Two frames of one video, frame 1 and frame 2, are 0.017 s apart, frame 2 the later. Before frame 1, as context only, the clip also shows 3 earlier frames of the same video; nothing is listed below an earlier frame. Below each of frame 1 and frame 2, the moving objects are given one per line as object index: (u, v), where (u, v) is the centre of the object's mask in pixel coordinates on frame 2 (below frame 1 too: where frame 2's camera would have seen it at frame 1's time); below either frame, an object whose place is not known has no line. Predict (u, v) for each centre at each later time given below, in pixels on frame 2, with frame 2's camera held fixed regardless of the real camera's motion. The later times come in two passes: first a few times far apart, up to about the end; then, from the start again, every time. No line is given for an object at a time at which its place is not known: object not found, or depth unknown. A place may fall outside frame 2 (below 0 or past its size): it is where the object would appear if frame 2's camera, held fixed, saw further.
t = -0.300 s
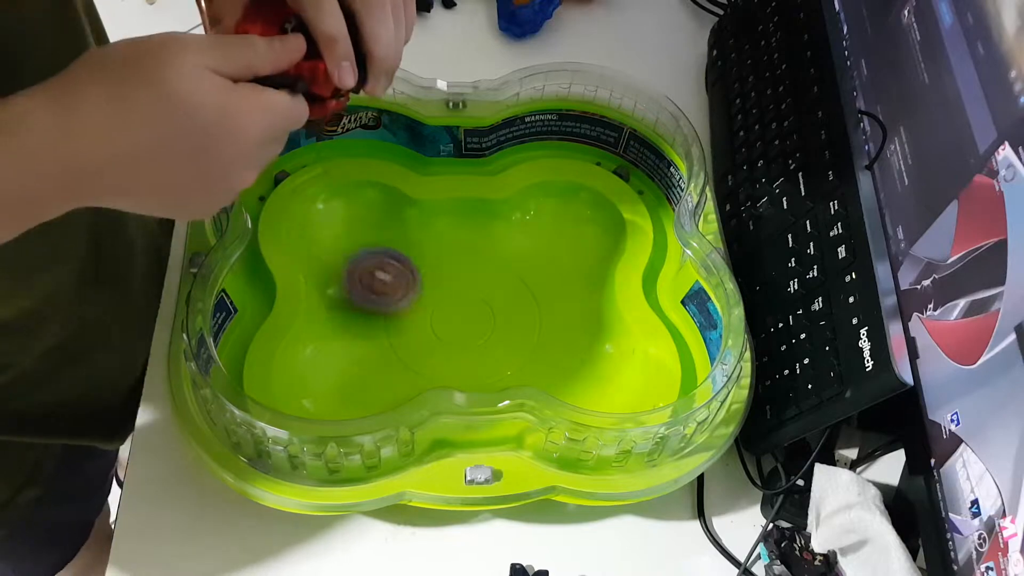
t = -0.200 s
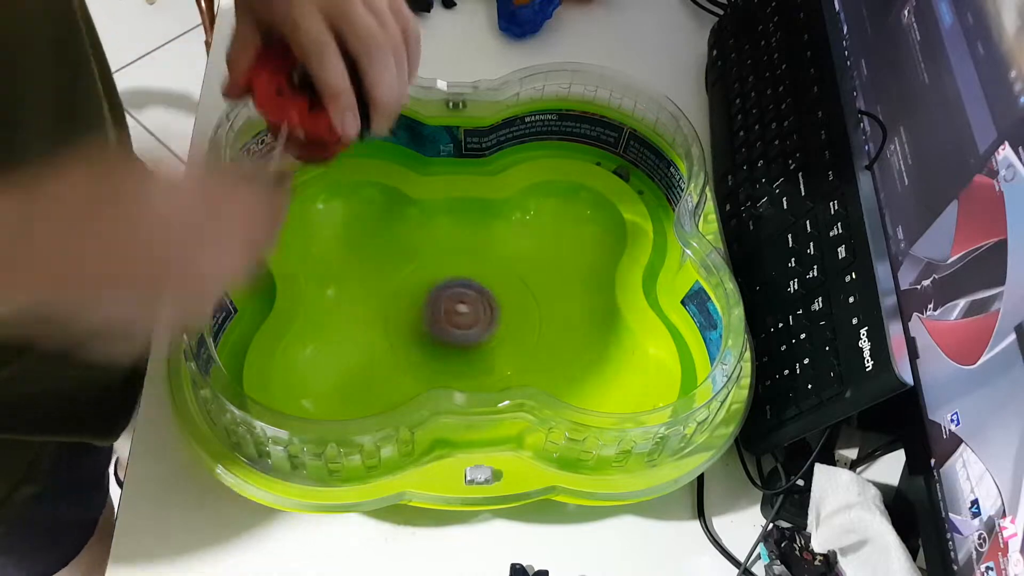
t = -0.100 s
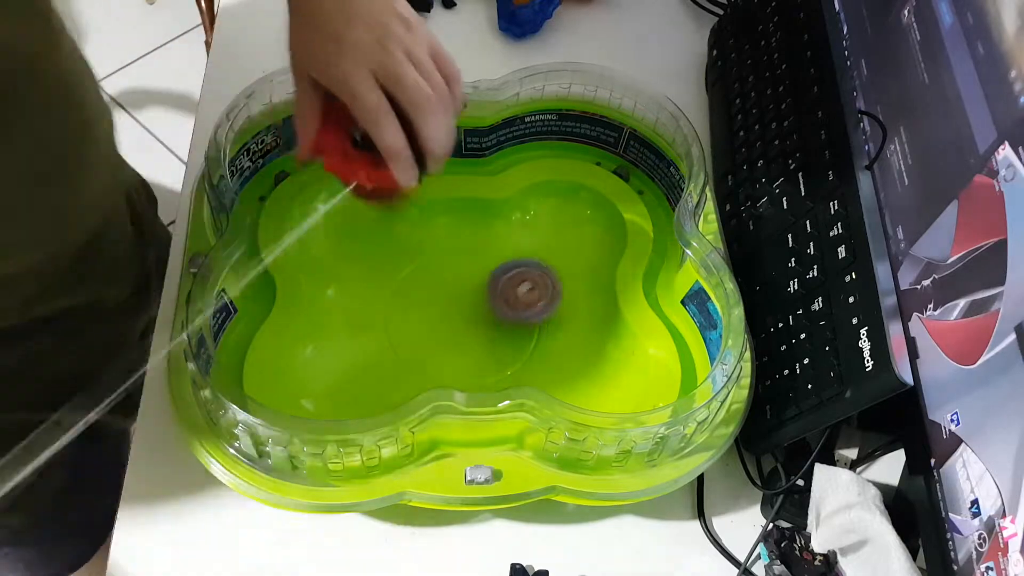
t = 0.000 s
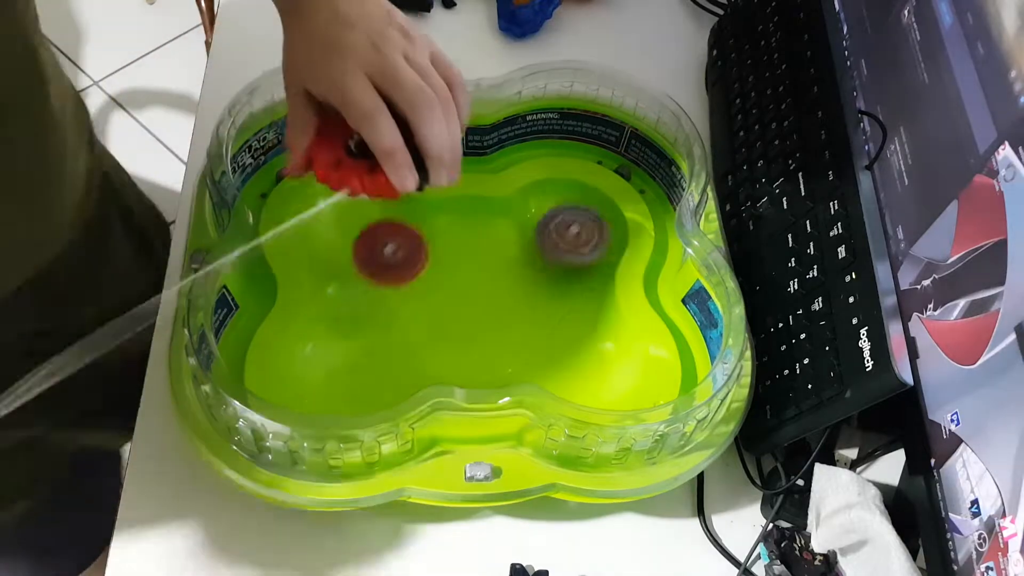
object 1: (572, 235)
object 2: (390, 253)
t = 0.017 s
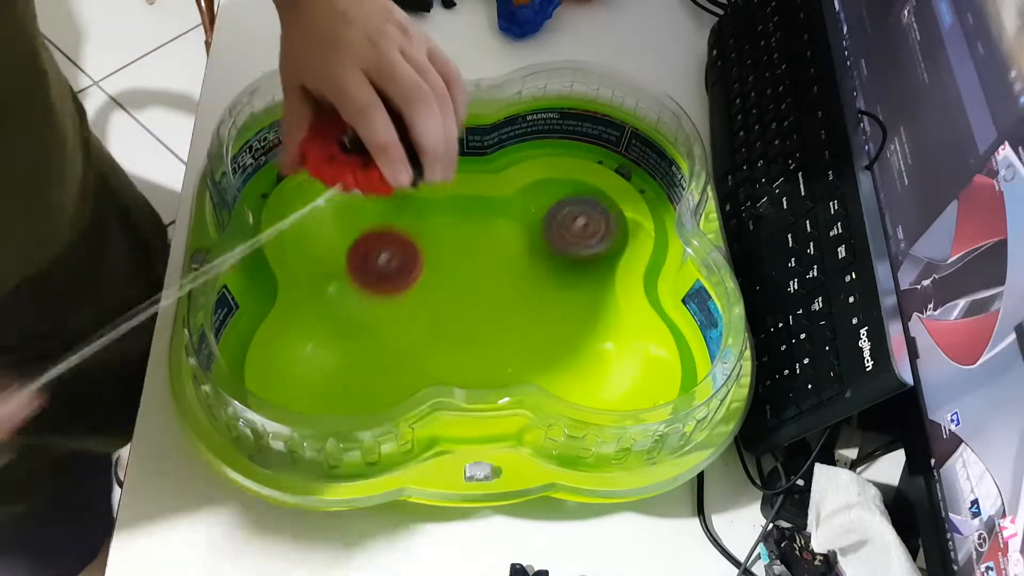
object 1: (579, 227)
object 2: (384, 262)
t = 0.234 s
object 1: (527, 230)
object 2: (360, 391)
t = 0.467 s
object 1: (503, 353)
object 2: (406, 305)
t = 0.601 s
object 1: (554, 353)
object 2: (454, 309)
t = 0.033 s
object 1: (585, 219)
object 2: (378, 274)
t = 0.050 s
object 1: (584, 205)
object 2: (372, 289)
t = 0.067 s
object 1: (584, 193)
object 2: (365, 308)
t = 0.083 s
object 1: (580, 186)
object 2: (359, 330)
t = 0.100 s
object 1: (574, 179)
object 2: (354, 354)
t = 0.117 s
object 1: (566, 177)
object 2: (348, 378)
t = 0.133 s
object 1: (559, 177)
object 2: (346, 385)
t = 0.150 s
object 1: (553, 180)
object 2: (347, 384)
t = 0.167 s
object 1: (546, 186)
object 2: (350, 386)
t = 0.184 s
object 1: (540, 194)
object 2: (352, 387)
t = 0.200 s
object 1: (534, 204)
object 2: (355, 390)
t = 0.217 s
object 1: (530, 216)
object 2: (357, 392)
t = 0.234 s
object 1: (527, 230)
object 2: (360, 391)
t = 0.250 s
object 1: (522, 242)
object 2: (362, 389)
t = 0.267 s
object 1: (516, 255)
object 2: (365, 387)
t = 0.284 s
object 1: (510, 268)
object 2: (368, 386)
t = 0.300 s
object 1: (506, 279)
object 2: (370, 384)
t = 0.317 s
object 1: (502, 289)
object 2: (373, 379)
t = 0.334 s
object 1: (498, 299)
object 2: (374, 372)
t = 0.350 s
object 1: (495, 308)
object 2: (375, 362)
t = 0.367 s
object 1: (493, 317)
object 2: (379, 350)
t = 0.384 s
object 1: (492, 325)
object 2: (382, 340)
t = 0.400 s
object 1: (493, 331)
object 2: (386, 332)
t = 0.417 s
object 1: (494, 338)
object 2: (391, 323)
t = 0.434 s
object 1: (496, 344)
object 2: (396, 316)
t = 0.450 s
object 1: (498, 349)
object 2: (401, 310)
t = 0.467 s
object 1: (503, 353)
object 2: (406, 305)
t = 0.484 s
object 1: (507, 355)
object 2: (411, 302)
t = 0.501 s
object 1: (513, 357)
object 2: (417, 300)
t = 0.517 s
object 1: (519, 358)
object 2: (423, 299)
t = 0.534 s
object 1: (526, 358)
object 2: (429, 299)
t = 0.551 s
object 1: (532, 357)
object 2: (435, 300)
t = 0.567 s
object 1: (539, 357)
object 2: (441, 302)
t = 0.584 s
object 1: (546, 355)
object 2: (447, 305)
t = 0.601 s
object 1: (554, 353)
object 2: (454, 309)
